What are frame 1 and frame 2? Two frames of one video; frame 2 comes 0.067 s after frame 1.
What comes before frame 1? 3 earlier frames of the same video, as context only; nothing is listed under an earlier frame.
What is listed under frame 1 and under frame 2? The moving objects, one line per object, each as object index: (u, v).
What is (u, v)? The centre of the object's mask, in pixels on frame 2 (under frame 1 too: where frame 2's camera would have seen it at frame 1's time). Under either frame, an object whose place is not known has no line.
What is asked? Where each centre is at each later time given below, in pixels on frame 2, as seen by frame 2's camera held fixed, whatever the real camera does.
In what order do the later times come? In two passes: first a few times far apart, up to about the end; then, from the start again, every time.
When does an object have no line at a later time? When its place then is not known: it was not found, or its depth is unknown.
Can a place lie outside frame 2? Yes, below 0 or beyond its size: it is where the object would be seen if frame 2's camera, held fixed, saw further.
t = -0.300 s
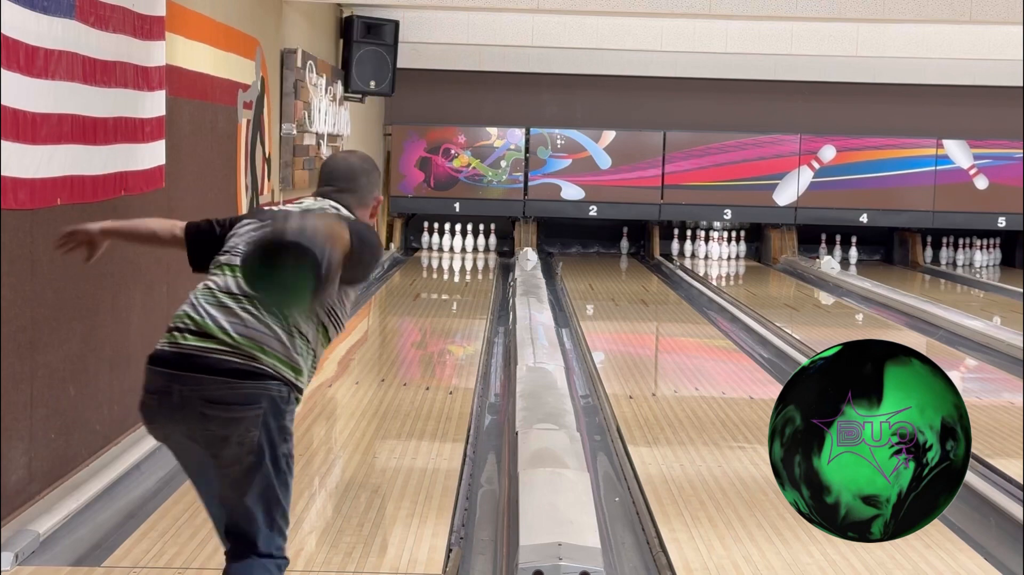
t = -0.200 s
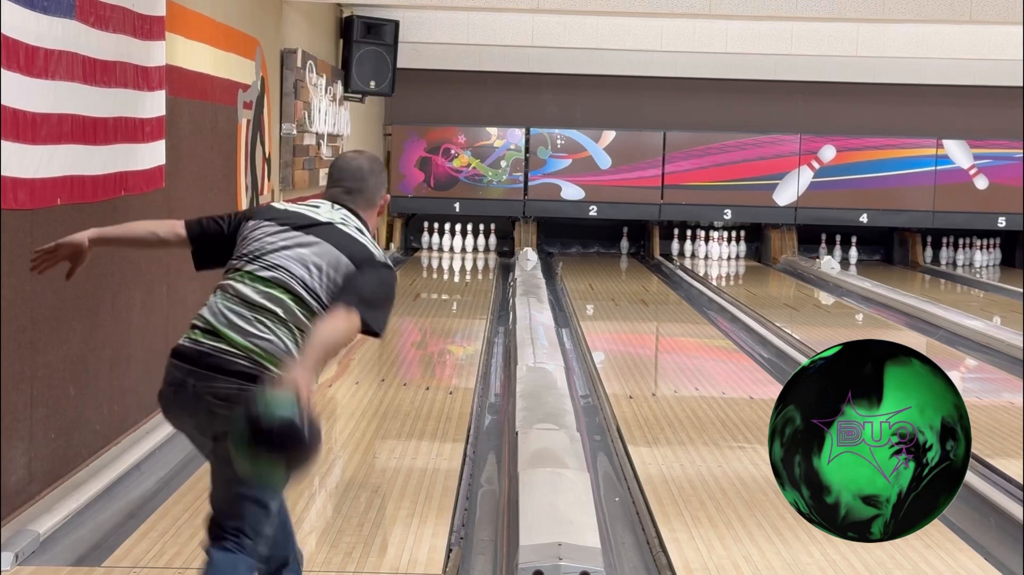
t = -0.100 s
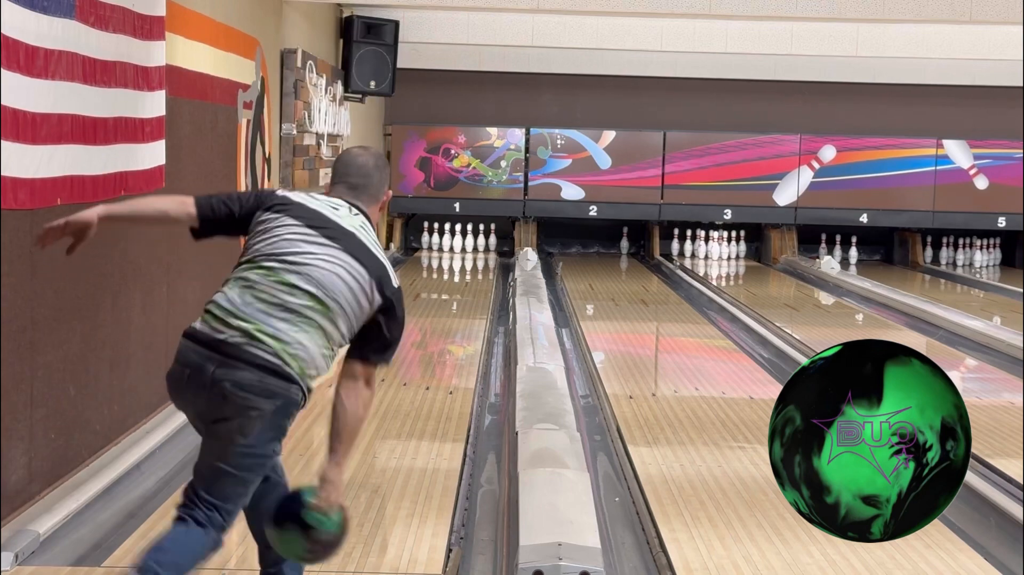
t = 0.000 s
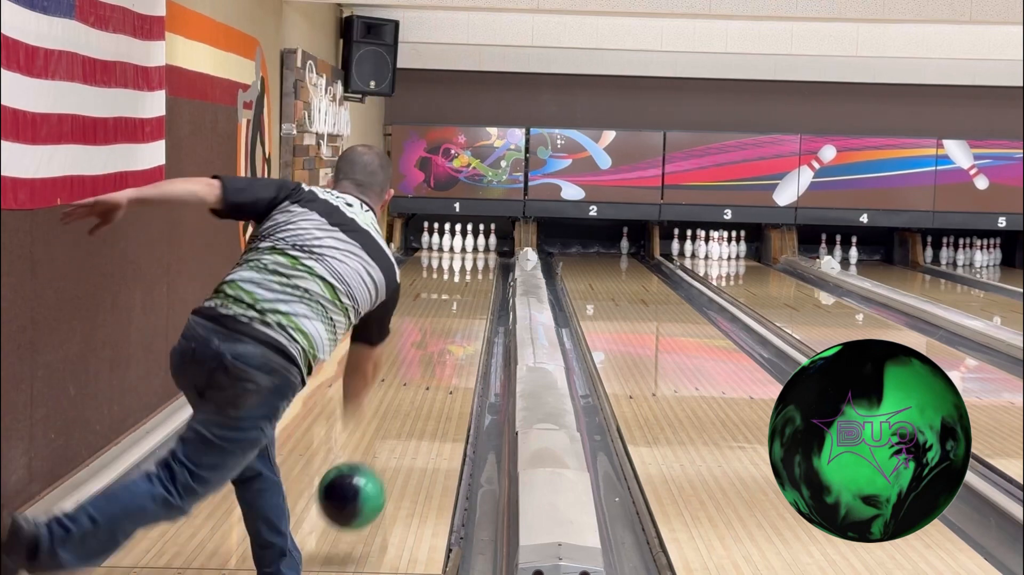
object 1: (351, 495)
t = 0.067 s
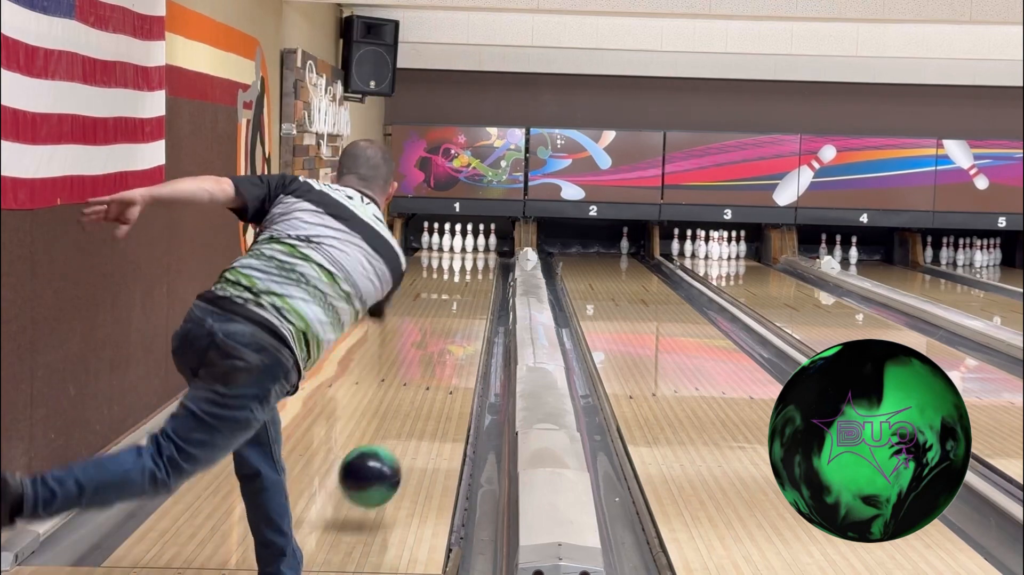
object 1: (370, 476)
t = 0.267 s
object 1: (410, 434)
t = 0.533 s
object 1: (442, 375)
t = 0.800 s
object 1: (461, 339)
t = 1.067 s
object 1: (471, 312)
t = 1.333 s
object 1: (477, 293)
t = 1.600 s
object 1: (479, 278)
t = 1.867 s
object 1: (477, 267)
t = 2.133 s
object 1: (472, 258)
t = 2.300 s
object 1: (469, 252)
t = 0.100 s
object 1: (378, 472)
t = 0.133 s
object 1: (385, 471)
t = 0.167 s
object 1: (392, 462)
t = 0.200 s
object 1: (399, 451)
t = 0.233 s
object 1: (404, 443)
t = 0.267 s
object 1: (410, 434)
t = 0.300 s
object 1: (415, 424)
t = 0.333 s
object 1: (420, 416)
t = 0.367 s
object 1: (424, 408)
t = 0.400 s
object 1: (428, 401)
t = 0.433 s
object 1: (432, 394)
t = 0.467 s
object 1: (436, 388)
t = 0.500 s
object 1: (439, 381)
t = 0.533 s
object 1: (442, 375)
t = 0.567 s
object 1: (445, 370)
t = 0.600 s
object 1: (448, 364)
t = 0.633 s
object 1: (450, 360)
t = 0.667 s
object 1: (453, 355)
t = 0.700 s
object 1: (455, 351)
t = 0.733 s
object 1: (457, 347)
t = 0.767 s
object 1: (459, 343)
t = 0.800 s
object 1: (461, 339)
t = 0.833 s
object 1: (462, 335)
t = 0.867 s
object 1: (464, 331)
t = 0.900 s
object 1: (466, 328)
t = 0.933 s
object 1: (467, 324)
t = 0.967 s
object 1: (468, 321)
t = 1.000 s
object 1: (469, 318)
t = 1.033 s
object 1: (470, 315)
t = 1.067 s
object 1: (471, 312)
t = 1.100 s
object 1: (472, 309)
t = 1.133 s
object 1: (473, 307)
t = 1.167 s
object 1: (474, 305)
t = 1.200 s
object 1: (475, 302)
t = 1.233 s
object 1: (476, 300)
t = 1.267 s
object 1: (475, 298)
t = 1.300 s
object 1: (477, 295)
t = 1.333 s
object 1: (477, 293)
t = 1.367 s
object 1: (477, 291)
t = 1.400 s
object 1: (478, 289)
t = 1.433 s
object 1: (478, 288)
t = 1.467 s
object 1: (479, 285)
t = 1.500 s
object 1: (478, 284)
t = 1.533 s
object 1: (479, 282)
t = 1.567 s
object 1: (480, 281)
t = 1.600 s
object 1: (479, 278)
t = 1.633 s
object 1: (479, 277)
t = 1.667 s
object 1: (478, 275)
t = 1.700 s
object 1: (479, 274)
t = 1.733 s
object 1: (479, 273)
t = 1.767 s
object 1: (478, 271)
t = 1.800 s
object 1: (478, 269)
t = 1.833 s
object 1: (477, 268)
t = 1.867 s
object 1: (477, 267)
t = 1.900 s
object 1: (477, 265)
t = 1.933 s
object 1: (476, 264)
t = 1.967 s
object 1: (475, 262)
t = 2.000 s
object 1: (475, 262)
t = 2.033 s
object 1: (474, 261)
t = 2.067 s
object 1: (474, 260)
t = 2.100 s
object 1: (473, 259)
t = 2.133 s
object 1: (472, 258)
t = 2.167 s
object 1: (472, 257)
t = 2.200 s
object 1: (471, 255)
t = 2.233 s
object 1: (469, 254)
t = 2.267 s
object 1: (469, 253)
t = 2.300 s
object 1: (469, 252)
